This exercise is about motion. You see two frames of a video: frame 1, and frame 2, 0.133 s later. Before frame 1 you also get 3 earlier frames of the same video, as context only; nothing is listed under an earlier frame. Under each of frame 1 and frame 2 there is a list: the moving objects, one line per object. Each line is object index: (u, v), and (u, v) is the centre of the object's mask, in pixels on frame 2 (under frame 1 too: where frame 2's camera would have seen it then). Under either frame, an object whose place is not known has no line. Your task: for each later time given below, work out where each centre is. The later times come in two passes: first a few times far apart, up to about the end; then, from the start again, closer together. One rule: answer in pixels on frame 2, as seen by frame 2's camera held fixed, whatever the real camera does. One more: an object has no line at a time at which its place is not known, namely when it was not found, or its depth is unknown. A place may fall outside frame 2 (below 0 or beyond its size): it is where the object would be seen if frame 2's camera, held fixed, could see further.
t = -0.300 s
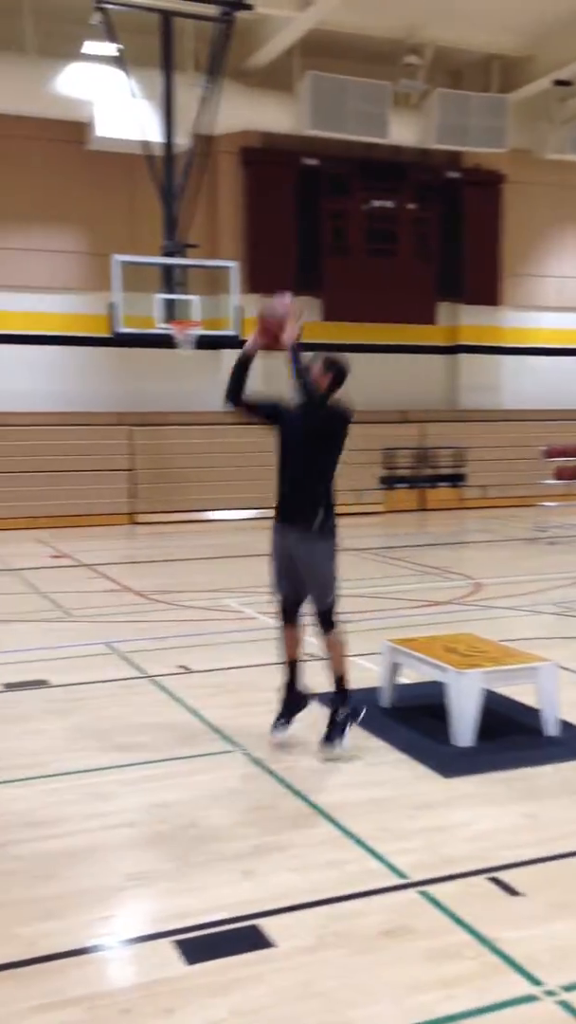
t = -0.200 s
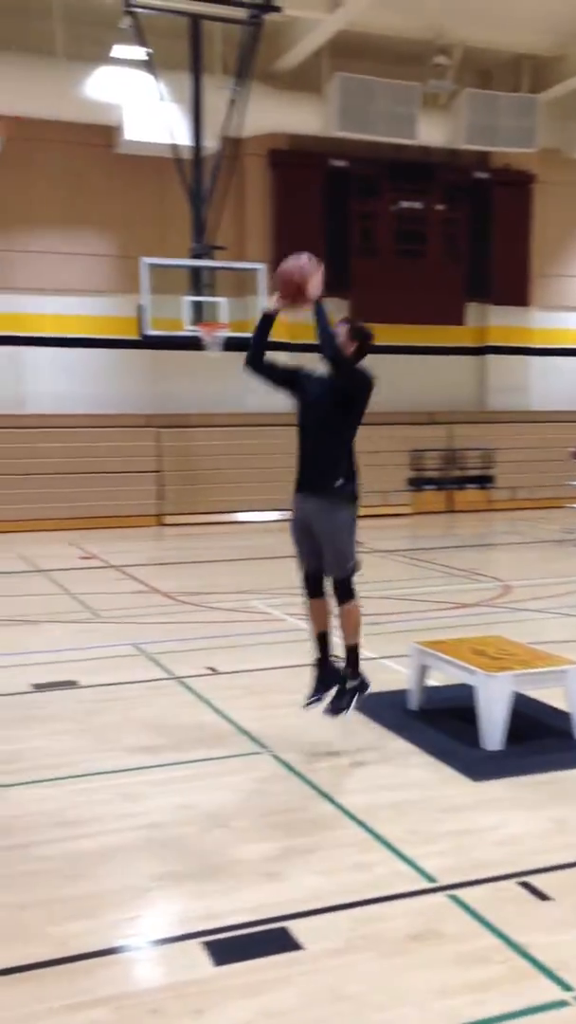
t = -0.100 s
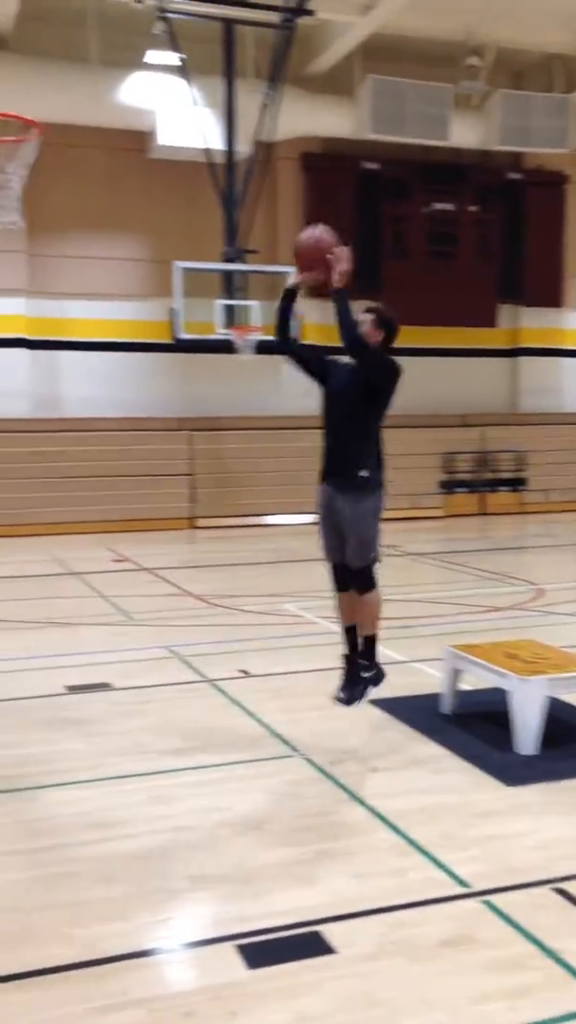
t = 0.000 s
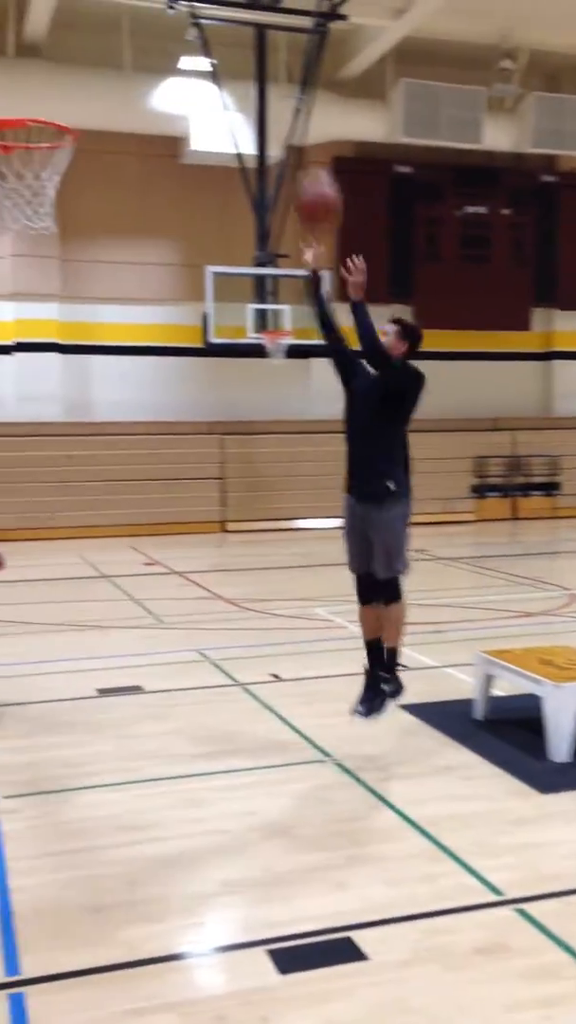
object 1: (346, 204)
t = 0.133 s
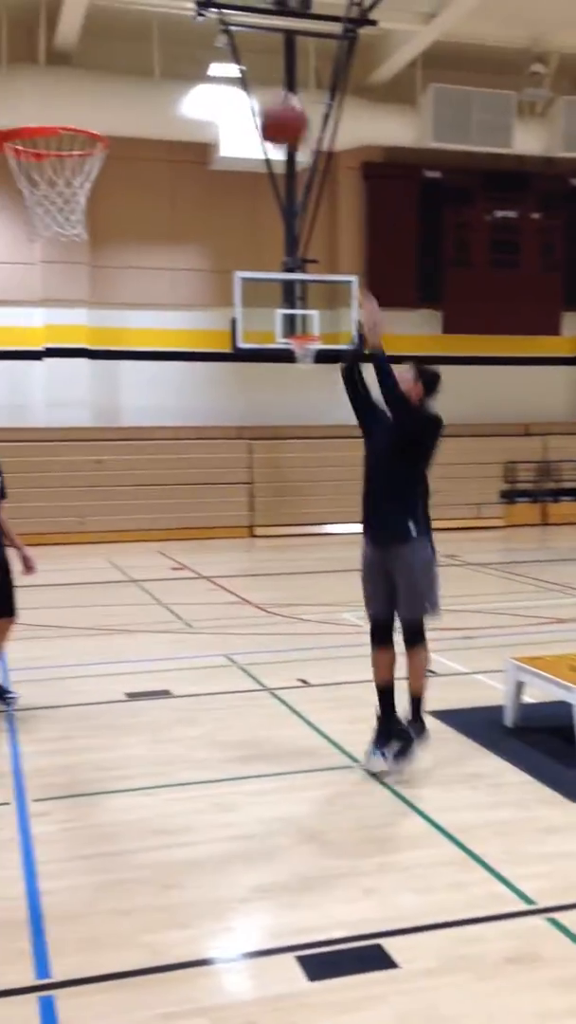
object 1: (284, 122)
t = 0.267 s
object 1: (217, 68)
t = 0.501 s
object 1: (103, 74)
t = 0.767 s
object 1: (66, 107)
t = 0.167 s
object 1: (268, 102)
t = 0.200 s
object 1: (253, 91)
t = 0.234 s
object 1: (236, 79)
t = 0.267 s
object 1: (217, 68)
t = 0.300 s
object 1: (200, 62)
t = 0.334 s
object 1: (185, 60)
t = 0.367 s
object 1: (169, 58)
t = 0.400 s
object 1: (153, 59)
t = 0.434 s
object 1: (136, 62)
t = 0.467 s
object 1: (119, 67)
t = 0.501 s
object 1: (103, 74)
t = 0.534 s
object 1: (86, 85)
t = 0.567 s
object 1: (70, 97)
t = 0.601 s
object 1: (53, 109)
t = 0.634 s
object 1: (37, 115)
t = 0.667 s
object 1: (42, 113)
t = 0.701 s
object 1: (50, 112)
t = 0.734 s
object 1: (58, 110)
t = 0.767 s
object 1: (66, 107)
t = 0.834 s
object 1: (81, 101)
